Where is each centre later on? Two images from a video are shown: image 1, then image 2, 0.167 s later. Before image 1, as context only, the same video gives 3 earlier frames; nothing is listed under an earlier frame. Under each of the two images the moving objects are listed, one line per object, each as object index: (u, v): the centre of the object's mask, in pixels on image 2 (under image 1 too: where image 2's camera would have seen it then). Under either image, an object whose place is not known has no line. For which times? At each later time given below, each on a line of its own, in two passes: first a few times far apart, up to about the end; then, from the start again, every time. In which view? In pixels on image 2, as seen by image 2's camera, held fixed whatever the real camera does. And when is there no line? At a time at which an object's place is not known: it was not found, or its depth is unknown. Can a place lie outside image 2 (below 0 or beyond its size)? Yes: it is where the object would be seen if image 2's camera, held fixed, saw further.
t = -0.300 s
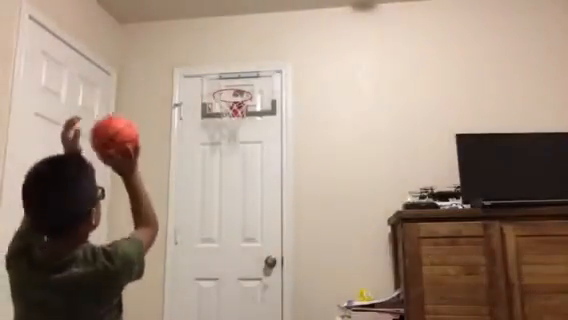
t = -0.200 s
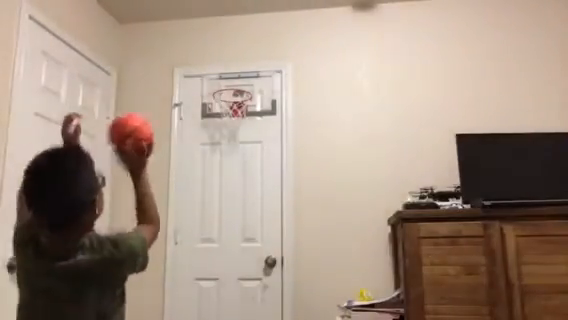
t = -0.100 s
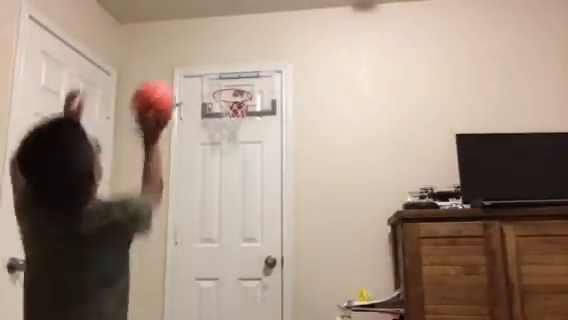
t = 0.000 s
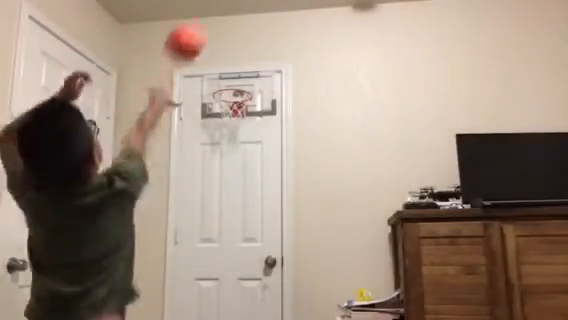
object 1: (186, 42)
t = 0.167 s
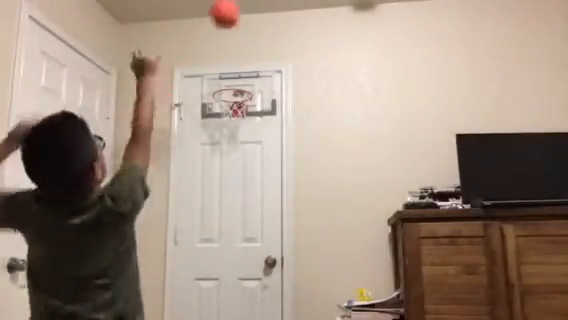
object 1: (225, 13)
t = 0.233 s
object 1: (236, 19)
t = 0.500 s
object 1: (272, 105)
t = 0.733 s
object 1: (282, 203)
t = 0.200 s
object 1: (230, 15)
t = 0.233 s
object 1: (236, 19)
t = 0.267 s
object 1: (242, 24)
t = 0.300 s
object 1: (246, 32)
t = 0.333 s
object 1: (251, 41)
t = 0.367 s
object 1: (255, 51)
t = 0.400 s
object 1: (260, 61)
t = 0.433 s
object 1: (264, 75)
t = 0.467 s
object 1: (268, 88)
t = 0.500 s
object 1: (272, 105)
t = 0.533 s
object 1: (274, 114)
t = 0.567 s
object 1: (275, 122)
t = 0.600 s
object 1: (276, 136)
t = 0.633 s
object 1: (278, 146)
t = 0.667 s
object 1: (279, 161)
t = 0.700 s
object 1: (281, 180)
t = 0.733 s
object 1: (282, 203)
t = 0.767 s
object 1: (284, 226)
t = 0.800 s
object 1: (286, 253)
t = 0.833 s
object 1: (289, 287)
